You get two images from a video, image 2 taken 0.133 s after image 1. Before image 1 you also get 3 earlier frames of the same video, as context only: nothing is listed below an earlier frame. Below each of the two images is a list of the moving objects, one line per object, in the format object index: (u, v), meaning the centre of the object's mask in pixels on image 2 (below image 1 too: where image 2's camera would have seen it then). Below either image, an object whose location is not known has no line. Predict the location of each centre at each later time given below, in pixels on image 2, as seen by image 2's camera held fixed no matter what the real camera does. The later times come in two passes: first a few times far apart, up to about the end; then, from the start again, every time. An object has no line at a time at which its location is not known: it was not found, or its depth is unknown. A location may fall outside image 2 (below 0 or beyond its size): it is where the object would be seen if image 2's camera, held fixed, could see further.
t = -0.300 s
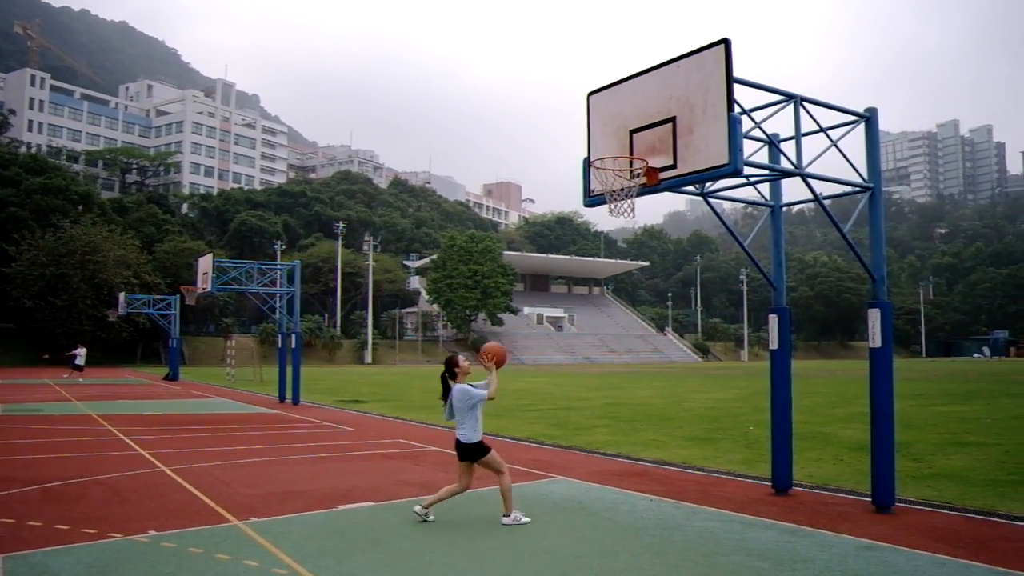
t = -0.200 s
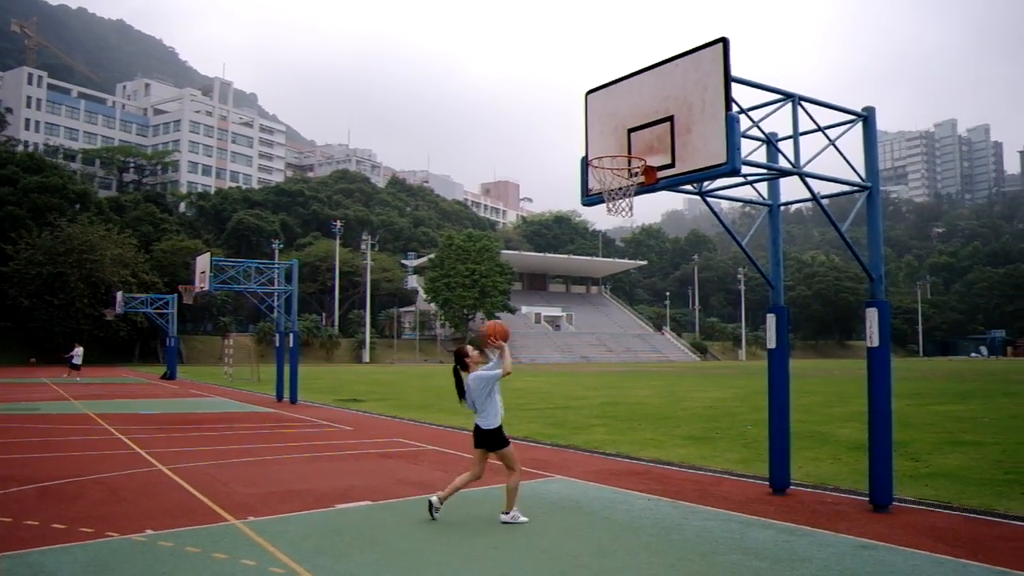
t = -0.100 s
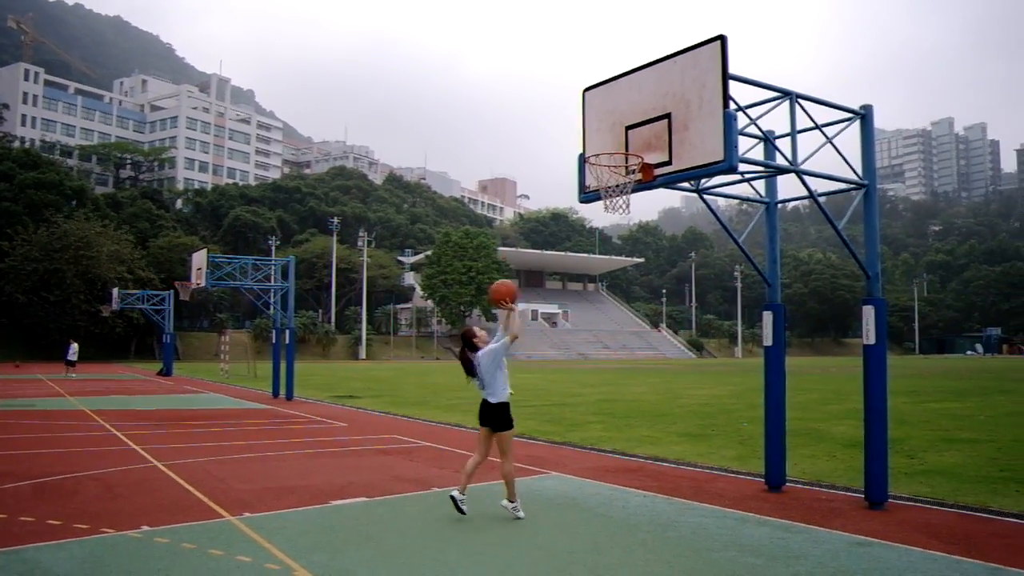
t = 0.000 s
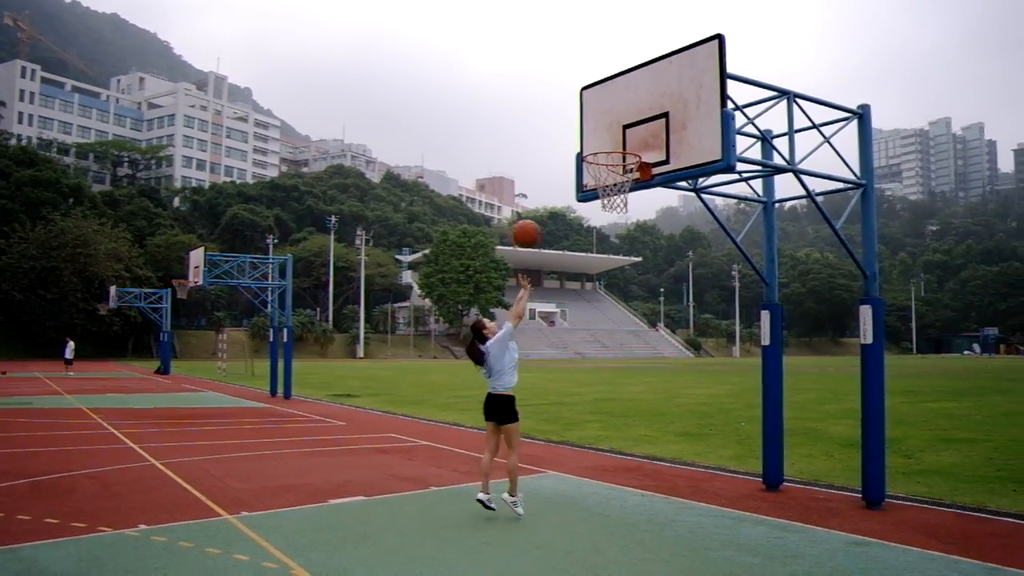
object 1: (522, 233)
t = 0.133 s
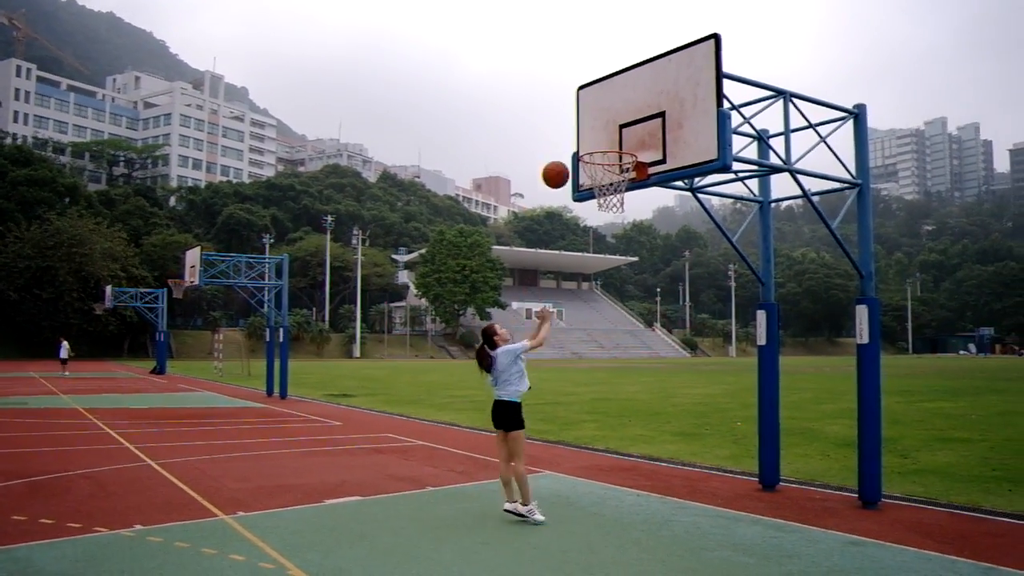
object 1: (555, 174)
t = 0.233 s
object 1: (580, 143)
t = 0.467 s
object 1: (598, 123)
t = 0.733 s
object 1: (597, 139)
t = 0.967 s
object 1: (618, 158)
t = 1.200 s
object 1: (622, 191)
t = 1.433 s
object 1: (605, 246)
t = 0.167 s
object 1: (564, 163)
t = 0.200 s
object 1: (572, 153)
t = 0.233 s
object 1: (580, 143)
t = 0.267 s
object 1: (588, 137)
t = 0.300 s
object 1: (596, 131)
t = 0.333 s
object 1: (605, 126)
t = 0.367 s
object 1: (603, 124)
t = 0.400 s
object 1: (600, 123)
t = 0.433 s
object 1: (599, 122)
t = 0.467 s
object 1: (598, 123)
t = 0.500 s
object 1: (595, 125)
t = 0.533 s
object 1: (592, 128)
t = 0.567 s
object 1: (591, 133)
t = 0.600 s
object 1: (588, 139)
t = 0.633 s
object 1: (586, 143)
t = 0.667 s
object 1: (590, 141)
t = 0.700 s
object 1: (594, 140)
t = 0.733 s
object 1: (597, 139)
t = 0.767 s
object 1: (601, 140)
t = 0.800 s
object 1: (605, 142)
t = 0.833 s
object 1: (608, 142)
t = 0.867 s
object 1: (610, 143)
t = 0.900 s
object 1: (613, 151)
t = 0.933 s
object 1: (615, 153)
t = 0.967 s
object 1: (618, 158)
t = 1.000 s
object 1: (621, 164)
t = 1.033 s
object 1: (623, 170)
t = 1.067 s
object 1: (624, 175)
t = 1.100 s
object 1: (625, 181)
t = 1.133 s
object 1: (624, 186)
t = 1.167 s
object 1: (623, 189)
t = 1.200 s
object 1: (622, 191)
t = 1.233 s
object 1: (620, 197)
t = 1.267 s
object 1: (618, 201)
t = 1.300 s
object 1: (615, 207)
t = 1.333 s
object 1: (613, 216)
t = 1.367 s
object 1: (610, 225)
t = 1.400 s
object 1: (607, 235)
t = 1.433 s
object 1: (605, 246)
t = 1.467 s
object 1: (602, 258)
